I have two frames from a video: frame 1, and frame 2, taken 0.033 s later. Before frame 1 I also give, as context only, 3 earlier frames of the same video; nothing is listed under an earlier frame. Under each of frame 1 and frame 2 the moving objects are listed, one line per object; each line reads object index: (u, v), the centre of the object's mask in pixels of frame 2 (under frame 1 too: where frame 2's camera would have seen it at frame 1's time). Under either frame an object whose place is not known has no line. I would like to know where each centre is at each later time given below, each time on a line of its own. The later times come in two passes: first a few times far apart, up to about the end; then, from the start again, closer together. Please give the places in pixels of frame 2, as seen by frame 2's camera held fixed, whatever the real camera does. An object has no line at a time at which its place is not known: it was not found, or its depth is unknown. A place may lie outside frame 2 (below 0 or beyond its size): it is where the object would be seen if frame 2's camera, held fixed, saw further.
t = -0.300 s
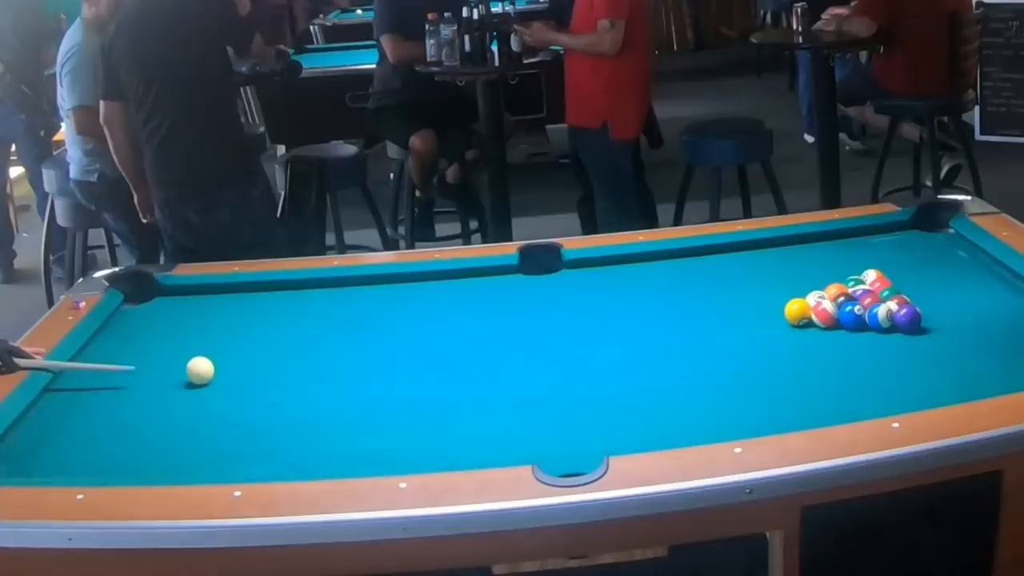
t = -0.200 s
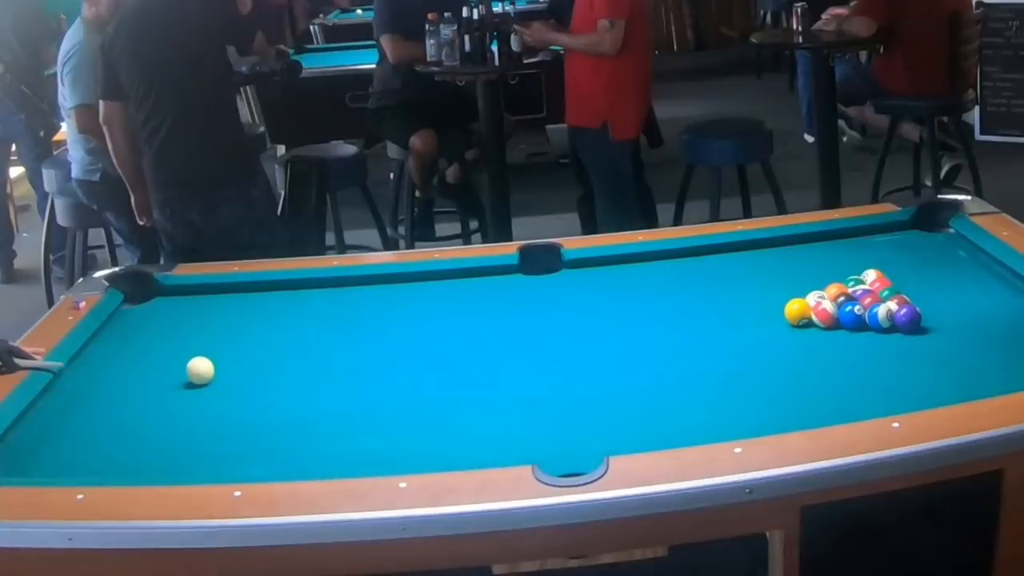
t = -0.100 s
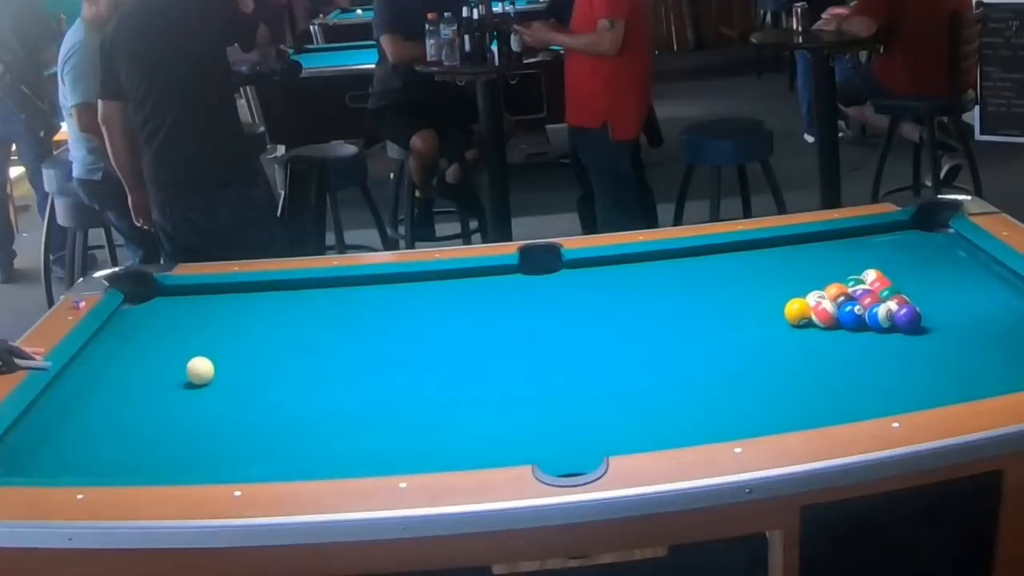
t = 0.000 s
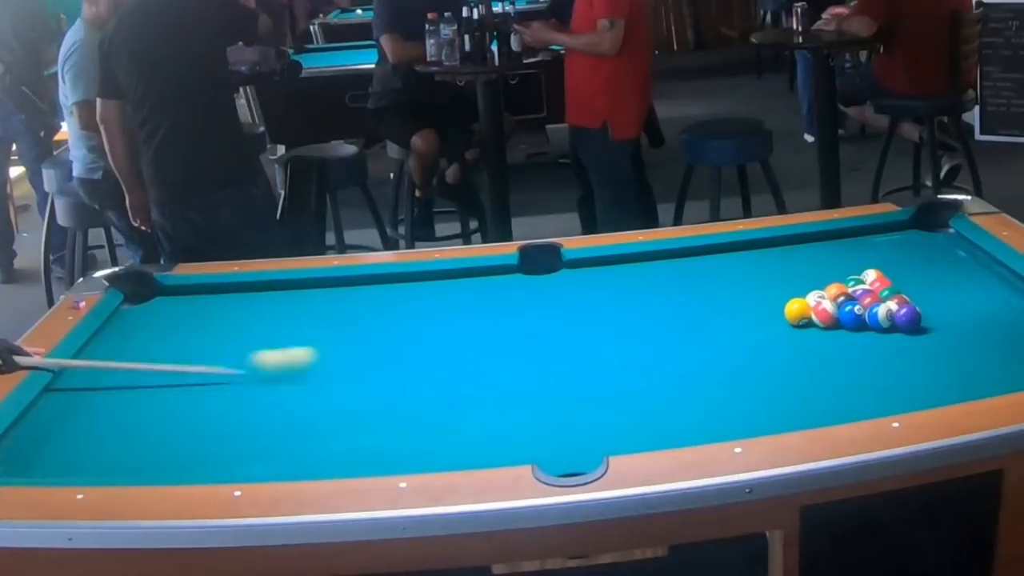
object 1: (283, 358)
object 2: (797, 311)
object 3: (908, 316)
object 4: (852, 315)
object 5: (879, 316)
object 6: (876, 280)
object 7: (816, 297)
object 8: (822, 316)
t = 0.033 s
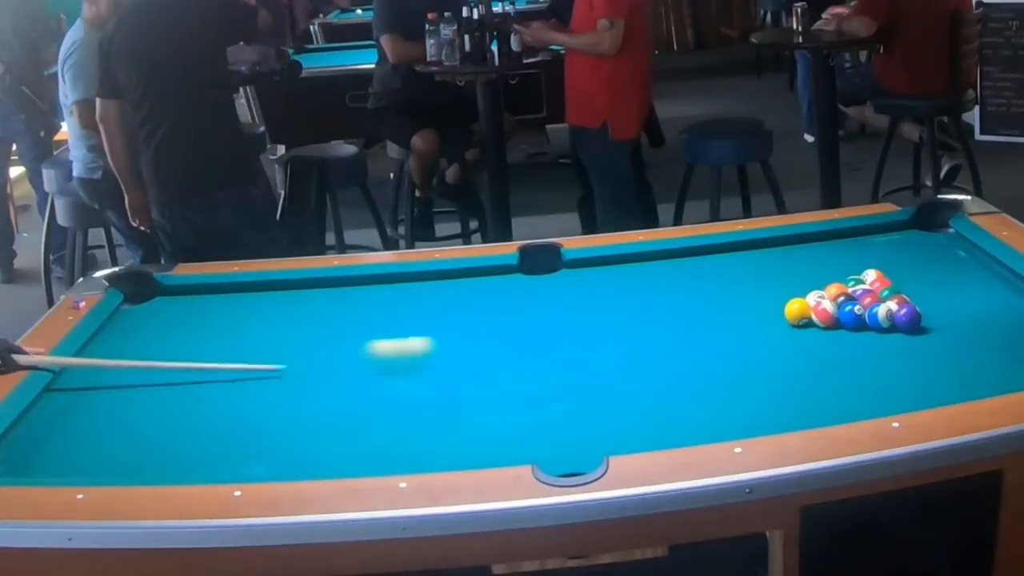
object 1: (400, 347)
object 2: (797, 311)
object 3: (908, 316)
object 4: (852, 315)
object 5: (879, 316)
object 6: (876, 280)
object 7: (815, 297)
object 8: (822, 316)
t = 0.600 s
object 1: (692, 272)
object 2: (669, 294)
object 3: (721, 403)
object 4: (860, 321)
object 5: (936, 355)
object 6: (994, 267)
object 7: (740, 280)
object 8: (790, 314)
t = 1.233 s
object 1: (680, 254)
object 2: (525, 271)
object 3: (192, 370)
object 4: (862, 324)
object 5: (974, 372)
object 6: (897, 270)
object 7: (651, 271)
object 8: (755, 314)
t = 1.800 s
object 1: (655, 261)
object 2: (453, 287)
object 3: (271, 296)
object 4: (862, 324)
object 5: (947, 340)
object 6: (864, 261)
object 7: (578, 281)
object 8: (739, 314)
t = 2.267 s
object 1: (643, 263)
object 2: (430, 304)
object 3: (384, 303)
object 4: (862, 324)
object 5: (931, 322)
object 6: (846, 255)
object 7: (525, 288)
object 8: (736, 314)
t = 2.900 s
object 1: (635, 268)
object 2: (540, 330)
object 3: (384, 325)
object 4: (862, 324)
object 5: (914, 303)
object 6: (829, 249)
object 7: (467, 295)
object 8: (730, 316)
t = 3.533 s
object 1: (635, 268)
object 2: (655, 355)
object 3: (384, 341)
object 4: (862, 324)
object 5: (902, 290)
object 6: (822, 247)
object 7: (425, 299)
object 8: (723, 318)
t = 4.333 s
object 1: (635, 268)
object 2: (797, 381)
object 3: (382, 355)
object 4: (862, 324)
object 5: (894, 284)
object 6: (821, 247)
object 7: (397, 301)
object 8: (723, 318)
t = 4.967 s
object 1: (635, 268)
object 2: (900, 395)
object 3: (382, 359)
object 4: (862, 324)
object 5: (893, 282)
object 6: (821, 247)
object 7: (394, 302)
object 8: (723, 318)
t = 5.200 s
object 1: (635, 268)
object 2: (918, 391)
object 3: (382, 358)
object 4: (862, 324)
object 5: (893, 283)
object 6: (821, 247)
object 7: (394, 302)
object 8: (723, 318)
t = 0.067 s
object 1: (517, 340)
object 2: (797, 311)
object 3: (908, 318)
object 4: (852, 317)
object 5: (879, 316)
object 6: (876, 280)
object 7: (816, 297)
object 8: (825, 314)
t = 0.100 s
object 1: (632, 327)
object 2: (797, 311)
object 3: (908, 318)
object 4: (852, 317)
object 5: (879, 316)
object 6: (876, 280)
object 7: (815, 297)
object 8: (825, 314)
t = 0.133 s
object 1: (742, 315)
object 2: (797, 311)
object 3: (908, 318)
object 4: (852, 317)
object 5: (879, 316)
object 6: (875, 280)
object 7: (816, 297)
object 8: (825, 314)
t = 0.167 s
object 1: (761, 309)
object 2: (792, 310)
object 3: (965, 321)
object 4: (854, 318)
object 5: (882, 318)
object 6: (884, 277)
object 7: (811, 297)
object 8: (823, 314)
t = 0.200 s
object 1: (747, 307)
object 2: (781, 309)
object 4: (854, 317)
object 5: (888, 322)
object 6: (897, 272)
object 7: (804, 298)
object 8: (820, 314)
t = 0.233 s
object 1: (734, 305)
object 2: (771, 308)
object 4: (855, 317)
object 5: (891, 324)
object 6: (908, 281)
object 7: (798, 297)
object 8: (817, 313)
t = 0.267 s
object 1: (723, 304)
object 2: (762, 306)
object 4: (855, 317)
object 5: (895, 327)
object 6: (916, 281)
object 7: (793, 296)
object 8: (814, 313)
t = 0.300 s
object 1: (713, 300)
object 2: (752, 305)
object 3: (1010, 361)
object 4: (855, 317)
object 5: (899, 329)
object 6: (925, 280)
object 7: (787, 295)
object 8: (811, 313)
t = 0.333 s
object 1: (705, 298)
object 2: (742, 304)
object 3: (980, 373)
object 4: (856, 318)
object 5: (903, 333)
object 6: (933, 279)
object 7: (782, 293)
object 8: (808, 313)
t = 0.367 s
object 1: (699, 295)
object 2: (732, 303)
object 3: (951, 384)
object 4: (857, 318)
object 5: (908, 335)
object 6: (940, 278)
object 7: (776, 292)
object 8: (806, 313)
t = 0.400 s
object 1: (694, 291)
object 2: (723, 301)
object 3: (923, 393)
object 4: (857, 318)
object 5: (912, 338)
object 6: (948, 277)
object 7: (771, 290)
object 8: (804, 313)
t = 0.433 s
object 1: (691, 288)
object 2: (713, 300)
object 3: (889, 397)
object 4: (858, 319)
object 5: (916, 341)
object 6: (957, 275)
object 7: (765, 288)
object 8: (801, 313)
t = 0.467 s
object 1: (689, 283)
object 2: (705, 299)
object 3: (853, 400)
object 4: (858, 319)
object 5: (920, 344)
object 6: (964, 273)
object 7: (760, 286)
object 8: (799, 313)
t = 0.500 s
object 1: (690, 279)
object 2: (696, 298)
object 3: (821, 403)
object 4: (859, 319)
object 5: (924, 346)
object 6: (972, 272)
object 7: (754, 285)
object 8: (796, 313)
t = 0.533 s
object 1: (692, 277)
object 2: (687, 296)
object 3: (787, 404)
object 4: (859, 320)
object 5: (928, 350)
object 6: (980, 270)
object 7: (749, 283)
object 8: (795, 314)
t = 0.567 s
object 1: (692, 275)
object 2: (677, 295)
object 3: (754, 404)
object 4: (860, 320)
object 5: (932, 353)
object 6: (988, 269)
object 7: (744, 281)
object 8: (792, 314)
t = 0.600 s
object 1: (692, 272)
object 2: (669, 294)
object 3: (721, 403)
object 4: (860, 321)
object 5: (936, 355)
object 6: (994, 267)
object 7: (740, 280)
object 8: (790, 314)
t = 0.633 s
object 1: (693, 270)
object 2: (660, 292)
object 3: (689, 403)
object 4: (861, 321)
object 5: (941, 358)
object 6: (988, 267)
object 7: (735, 278)
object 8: (787, 314)
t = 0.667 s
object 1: (693, 267)
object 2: (652, 291)
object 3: (656, 402)
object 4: (861, 321)
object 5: (941, 359)
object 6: (982, 268)
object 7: (730, 277)
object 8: (785, 314)
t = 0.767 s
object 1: (694, 258)
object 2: (627, 287)
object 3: (564, 397)
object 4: (862, 322)
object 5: (959, 370)
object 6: (964, 268)
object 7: (716, 272)
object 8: (779, 314)
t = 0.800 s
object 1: (693, 255)
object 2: (619, 286)
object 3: (533, 398)
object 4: (862, 322)
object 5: (963, 371)
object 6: (958, 268)
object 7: (711, 271)
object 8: (777, 314)
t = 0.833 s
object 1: (694, 252)
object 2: (611, 285)
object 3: (504, 395)
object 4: (862, 323)
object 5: (967, 375)
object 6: (953, 269)
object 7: (707, 270)
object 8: (775, 314)
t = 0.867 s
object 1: (693, 250)
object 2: (603, 284)
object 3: (474, 395)
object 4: (862, 323)
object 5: (971, 377)
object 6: (947, 270)
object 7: (702, 268)
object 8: (773, 314)
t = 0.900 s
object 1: (691, 251)
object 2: (596, 283)
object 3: (446, 391)
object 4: (862, 323)
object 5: (975, 378)
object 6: (942, 270)
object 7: (698, 267)
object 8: (771, 314)
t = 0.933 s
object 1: (689, 251)
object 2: (588, 281)
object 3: (418, 391)
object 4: (863, 323)
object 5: (979, 380)
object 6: (936, 270)
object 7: (694, 266)
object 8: (770, 314)
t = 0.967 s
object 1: (688, 251)
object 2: (580, 280)
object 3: (391, 388)
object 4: (863, 323)
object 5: (983, 381)
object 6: (931, 270)
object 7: (690, 264)
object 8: (768, 314)
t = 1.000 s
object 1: (689, 251)
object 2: (573, 279)
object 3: (364, 388)
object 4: (863, 323)
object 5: (984, 381)
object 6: (926, 271)
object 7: (684, 265)
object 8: (766, 314)
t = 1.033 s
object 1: (688, 253)
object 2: (566, 278)
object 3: (337, 384)
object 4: (862, 324)
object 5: (983, 380)
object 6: (920, 271)
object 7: (679, 267)
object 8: (764, 314)
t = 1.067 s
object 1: (687, 253)
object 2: (559, 277)
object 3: (311, 383)
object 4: (862, 324)
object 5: (982, 379)
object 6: (915, 271)
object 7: (675, 267)
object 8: (762, 313)
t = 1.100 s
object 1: (686, 253)
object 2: (552, 275)
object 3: (287, 379)
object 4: (862, 324)
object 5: (980, 378)
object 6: (910, 271)
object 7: (670, 268)
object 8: (761, 314)
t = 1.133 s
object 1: (684, 253)
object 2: (545, 274)
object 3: (262, 378)
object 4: (862, 324)
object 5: (979, 377)
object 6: (904, 271)
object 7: (665, 268)
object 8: (759, 314)
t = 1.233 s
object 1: (680, 254)
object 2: (525, 271)
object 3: (192, 370)
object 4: (862, 324)
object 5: (974, 372)
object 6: (897, 270)
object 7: (651, 271)
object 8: (755, 314)
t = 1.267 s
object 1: (678, 254)
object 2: (518, 270)
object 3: (169, 368)
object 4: (862, 324)
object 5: (972, 370)
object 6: (894, 269)
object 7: (647, 271)
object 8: (754, 314)
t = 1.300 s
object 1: (676, 255)
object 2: (512, 269)
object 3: (147, 365)
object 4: (862, 324)
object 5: (970, 367)
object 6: (892, 269)
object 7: (642, 272)
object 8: (752, 314)
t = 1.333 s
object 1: (675, 255)
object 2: (508, 270)
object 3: (127, 362)
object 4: (862, 324)
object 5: (969, 365)
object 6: (890, 268)
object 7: (638, 272)
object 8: (751, 314)
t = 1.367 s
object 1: (673, 256)
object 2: (504, 271)
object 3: (104, 359)
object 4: (862, 324)
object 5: (967, 364)
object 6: (888, 268)
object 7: (633, 273)
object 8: (750, 314)
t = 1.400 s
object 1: (671, 256)
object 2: (500, 273)
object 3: (86, 356)
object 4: (862, 324)
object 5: (965, 362)
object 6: (886, 267)
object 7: (628, 274)
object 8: (749, 314)
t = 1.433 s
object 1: (670, 257)
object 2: (496, 274)
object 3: (98, 351)
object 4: (862, 324)
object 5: (963, 360)
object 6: (884, 266)
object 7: (624, 274)
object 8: (747, 314)
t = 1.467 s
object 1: (669, 257)
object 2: (492, 275)
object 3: (120, 345)
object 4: (862, 324)
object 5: (961, 356)
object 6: (881, 266)
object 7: (620, 275)
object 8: (746, 314)
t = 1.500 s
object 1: (667, 258)
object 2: (488, 277)
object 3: (137, 340)
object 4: (862, 324)
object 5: (960, 355)
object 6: (879, 265)
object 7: (615, 276)
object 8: (745, 314)
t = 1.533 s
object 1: (665, 258)
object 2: (484, 278)
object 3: (153, 335)
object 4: (862, 324)
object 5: (958, 354)
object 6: (878, 265)
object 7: (611, 277)
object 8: (745, 314)
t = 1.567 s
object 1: (664, 258)
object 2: (480, 279)
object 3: (169, 329)
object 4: (862, 324)
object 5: (957, 353)
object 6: (876, 264)
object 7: (607, 277)
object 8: (743, 313)
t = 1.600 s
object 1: (663, 259)
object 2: (477, 280)
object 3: (185, 325)
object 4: (862, 324)
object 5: (955, 350)
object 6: (874, 264)
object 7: (602, 278)
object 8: (742, 313)
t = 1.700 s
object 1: (658, 260)
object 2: (465, 284)
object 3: (229, 310)
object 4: (862, 324)
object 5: (951, 346)
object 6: (869, 262)
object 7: (590, 280)
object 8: (740, 314)
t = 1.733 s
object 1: (658, 260)
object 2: (461, 285)
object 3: (243, 306)
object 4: (862, 324)
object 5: (950, 344)
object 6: (867, 262)
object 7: (586, 280)
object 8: (740, 314)
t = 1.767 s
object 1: (656, 261)
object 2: (457, 286)
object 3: (258, 301)
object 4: (862, 324)
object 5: (948, 342)
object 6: (866, 261)
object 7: (582, 281)
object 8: (739, 314)
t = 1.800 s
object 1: (655, 261)
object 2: (453, 287)
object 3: (271, 296)
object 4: (862, 324)
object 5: (947, 340)
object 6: (864, 261)
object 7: (578, 281)
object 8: (739, 314)
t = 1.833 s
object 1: (652, 261)
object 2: (450, 288)
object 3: (285, 292)
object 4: (862, 324)
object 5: (946, 338)
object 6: (863, 260)
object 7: (574, 282)
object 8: (738, 314)
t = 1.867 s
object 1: (651, 261)
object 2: (446, 290)
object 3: (298, 287)
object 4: (862, 324)
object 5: (945, 338)
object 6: (861, 260)
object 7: (570, 283)
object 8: (738, 314)
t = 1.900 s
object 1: (650, 261)
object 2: (443, 290)
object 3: (309, 286)
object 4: (862, 324)
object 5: (944, 336)
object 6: (860, 259)
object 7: (566, 283)
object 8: (737, 314)
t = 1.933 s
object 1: (648, 261)
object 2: (439, 292)
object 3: (318, 288)
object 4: (862, 324)
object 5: (943, 335)
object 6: (859, 259)
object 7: (562, 284)
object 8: (736, 314)
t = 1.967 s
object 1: (647, 260)
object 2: (435, 293)
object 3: (328, 289)
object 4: (862, 324)
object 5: (942, 333)
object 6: (857, 258)
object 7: (558, 284)
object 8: (736, 314)
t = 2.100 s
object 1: (645, 260)
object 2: (421, 298)
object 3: (365, 295)
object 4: (862, 324)
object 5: (936, 329)
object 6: (852, 257)
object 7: (542, 286)
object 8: (736, 314)
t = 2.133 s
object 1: (645, 260)
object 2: (418, 299)
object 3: (374, 298)
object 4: (862, 324)
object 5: (935, 327)
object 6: (851, 256)
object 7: (539, 286)
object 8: (736, 314)
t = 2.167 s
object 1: (644, 260)
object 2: (414, 300)
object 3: (384, 299)
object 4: (862, 324)
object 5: (934, 325)
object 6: (849, 256)
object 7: (535, 287)
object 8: (736, 314)
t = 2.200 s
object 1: (644, 261)
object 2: (416, 301)
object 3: (388, 301)
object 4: (862, 324)
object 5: (933, 324)
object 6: (848, 256)
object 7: (532, 287)
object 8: (736, 314)
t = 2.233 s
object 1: (644, 262)
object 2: (424, 303)
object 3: (386, 302)
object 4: (862, 324)
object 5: (931, 322)
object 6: (847, 255)
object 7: (528, 288)
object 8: (736, 314)
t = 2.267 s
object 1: (643, 263)
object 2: (430, 304)
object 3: (384, 303)
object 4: (862, 324)
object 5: (931, 322)
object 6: (846, 255)
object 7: (525, 288)
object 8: (736, 314)
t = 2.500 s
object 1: (638, 267)
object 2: (470, 314)
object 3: (384, 311)
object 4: (862, 324)
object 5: (923, 314)
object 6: (839, 253)
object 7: (502, 291)
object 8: (736, 314)
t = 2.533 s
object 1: (637, 267)
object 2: (476, 315)
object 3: (384, 312)
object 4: (862, 324)
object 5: (922, 313)
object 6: (838, 252)
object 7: (499, 291)
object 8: (736, 314)
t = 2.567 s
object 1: (637, 267)
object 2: (482, 317)
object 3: (384, 313)
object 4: (862, 324)
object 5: (922, 312)
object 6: (837, 252)
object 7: (496, 292)
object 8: (736, 314)
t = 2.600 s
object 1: (637, 268)
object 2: (488, 318)
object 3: (384, 314)
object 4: (862, 324)
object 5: (921, 311)
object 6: (836, 252)
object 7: (493, 292)
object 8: (736, 314)
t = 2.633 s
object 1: (636, 268)
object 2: (494, 319)
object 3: (384, 316)
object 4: (862, 324)
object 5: (920, 310)
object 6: (835, 251)
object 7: (489, 292)
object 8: (736, 314)
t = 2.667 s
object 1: (636, 268)
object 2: (499, 320)
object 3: (384, 317)
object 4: (862, 324)
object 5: (919, 308)
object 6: (834, 251)
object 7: (487, 293)
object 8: (735, 314)
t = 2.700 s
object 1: (636, 268)
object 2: (505, 322)
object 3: (384, 318)
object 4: (862, 324)
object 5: (918, 308)
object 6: (834, 251)
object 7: (484, 293)
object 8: (734, 315)
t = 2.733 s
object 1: (636, 268)
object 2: (511, 323)
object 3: (384, 319)
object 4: (862, 324)
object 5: (918, 307)
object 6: (833, 251)
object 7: (481, 293)
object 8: (733, 315)
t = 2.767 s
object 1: (636, 268)
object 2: (517, 325)
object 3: (384, 320)
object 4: (862, 324)
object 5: (917, 306)
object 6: (832, 250)
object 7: (478, 294)
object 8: (733, 315)
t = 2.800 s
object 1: (635, 268)
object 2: (523, 326)
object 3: (384, 321)
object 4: (862, 324)
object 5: (916, 306)
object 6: (832, 250)
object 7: (475, 294)
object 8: (732, 315)
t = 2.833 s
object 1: (635, 268)
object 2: (529, 328)
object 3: (383, 322)
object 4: (862, 324)
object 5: (916, 305)
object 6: (831, 250)
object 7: (473, 295)
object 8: (731, 316)
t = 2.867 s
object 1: (635, 268)
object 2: (535, 329)
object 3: (384, 323)
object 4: (862, 324)
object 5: (915, 304)
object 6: (830, 250)
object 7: (470, 295)
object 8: (730, 316)
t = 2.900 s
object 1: (635, 268)
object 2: (540, 330)
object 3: (384, 325)
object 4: (862, 324)
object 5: (914, 303)
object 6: (829, 249)
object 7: (467, 295)
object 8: (730, 316)
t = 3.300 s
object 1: (635, 268)
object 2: (613, 346)
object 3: (384, 336)
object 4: (862, 324)
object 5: (906, 294)
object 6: (824, 248)
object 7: (439, 298)
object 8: (724, 318)
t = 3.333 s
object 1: (635, 268)
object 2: (619, 347)
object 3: (384, 336)
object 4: (862, 324)
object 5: (905, 293)
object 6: (823, 248)
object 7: (437, 298)
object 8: (724, 318)
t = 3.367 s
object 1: (635, 268)
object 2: (625, 349)
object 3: (384, 337)
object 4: (862, 324)
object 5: (904, 292)
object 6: (823, 248)
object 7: (435, 298)
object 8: (724, 318)
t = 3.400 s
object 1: (635, 268)
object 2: (631, 350)
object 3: (384, 338)
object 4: (862, 324)
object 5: (904, 291)
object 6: (823, 248)
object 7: (433, 298)
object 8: (723, 318)
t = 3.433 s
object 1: (635, 268)
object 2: (637, 351)
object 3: (384, 338)
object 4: (862, 324)
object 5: (903, 290)
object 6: (823, 247)
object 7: (431, 298)
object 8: (723, 318)
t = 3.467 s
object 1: (635, 268)
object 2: (643, 353)
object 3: (384, 339)
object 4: (862, 324)
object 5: (903, 290)
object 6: (822, 247)
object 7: (429, 299)
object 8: (723, 318)
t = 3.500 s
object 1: (635, 268)
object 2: (649, 354)
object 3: (384, 340)
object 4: (862, 324)
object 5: (902, 289)
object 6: (822, 247)
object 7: (427, 299)
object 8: (723, 318)
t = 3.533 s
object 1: (635, 268)
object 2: (655, 355)
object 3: (384, 341)
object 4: (862, 324)
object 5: (902, 290)
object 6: (822, 247)
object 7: (425, 299)
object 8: (723, 318)
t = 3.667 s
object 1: (635, 268)
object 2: (679, 360)
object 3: (384, 344)
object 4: (862, 324)
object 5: (900, 289)
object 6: (821, 247)
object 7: (419, 300)
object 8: (723, 318)
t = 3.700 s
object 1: (635, 268)
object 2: (685, 361)
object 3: (384, 345)
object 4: (862, 324)
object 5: (900, 288)
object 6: (821, 247)
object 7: (417, 300)
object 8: (723, 318)
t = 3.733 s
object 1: (635, 268)
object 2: (691, 362)
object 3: (384, 345)
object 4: (862, 324)
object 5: (899, 288)
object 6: (821, 247)
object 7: (416, 300)
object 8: (723, 318)
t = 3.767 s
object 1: (635, 268)
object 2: (697, 363)
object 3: (384, 346)
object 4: (862, 324)
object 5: (898, 287)
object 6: (821, 247)
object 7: (414, 300)
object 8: (723, 318)
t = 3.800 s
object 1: (635, 268)
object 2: (703, 364)
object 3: (383, 347)
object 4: (862, 324)
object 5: (898, 287)
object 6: (821, 247)
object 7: (413, 300)
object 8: (723, 318)
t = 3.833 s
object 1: (635, 268)
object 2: (709, 365)
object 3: (384, 347)
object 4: (862, 324)
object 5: (897, 287)
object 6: (821, 247)
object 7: (412, 300)
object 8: (723, 318)
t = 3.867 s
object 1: (635, 268)
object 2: (715, 367)
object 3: (384, 348)
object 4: (862, 324)
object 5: (897, 287)
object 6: (821, 247)
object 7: (410, 300)
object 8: (723, 318)
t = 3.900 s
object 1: (635, 268)
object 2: (721, 368)
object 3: (384, 349)
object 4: (862, 324)
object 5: (897, 286)
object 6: (821, 247)
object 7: (409, 300)
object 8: (723, 318)
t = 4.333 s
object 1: (635, 268)
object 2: (797, 381)
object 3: (382, 355)
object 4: (862, 324)
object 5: (894, 284)
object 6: (821, 247)
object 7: (397, 301)
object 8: (723, 318)
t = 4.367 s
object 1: (635, 268)
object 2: (803, 383)
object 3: (382, 356)
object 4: (862, 324)
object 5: (894, 283)
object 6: (821, 247)
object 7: (396, 302)
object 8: (723, 318)
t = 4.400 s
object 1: (635, 268)
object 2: (808, 384)
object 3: (382, 356)
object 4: (862, 324)
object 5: (894, 283)
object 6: (821, 247)
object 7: (396, 302)
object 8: (723, 318)
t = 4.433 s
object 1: (635, 268)
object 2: (814, 384)
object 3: (382, 356)
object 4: (862, 324)
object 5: (894, 283)
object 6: (821, 247)
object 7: (395, 302)
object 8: (723, 318)
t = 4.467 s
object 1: (635, 268)
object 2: (820, 385)
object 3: (382, 357)
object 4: (862, 324)
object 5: (894, 283)
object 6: (821, 247)
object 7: (395, 302)
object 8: (723, 318)
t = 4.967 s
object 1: (635, 268)
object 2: (900, 395)
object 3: (382, 359)
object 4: (862, 324)
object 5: (893, 282)
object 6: (821, 247)
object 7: (394, 302)
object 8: (723, 318)
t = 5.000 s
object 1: (635, 268)
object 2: (905, 396)
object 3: (382, 359)
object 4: (862, 324)
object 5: (893, 282)
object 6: (821, 247)
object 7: (394, 302)
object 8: (723, 318)
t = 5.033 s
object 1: (635, 268)
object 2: (911, 396)
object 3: (382, 359)
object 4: (862, 324)
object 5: (893, 282)
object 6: (821, 247)
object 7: (394, 302)
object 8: (723, 318)
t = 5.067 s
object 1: (635, 268)
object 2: (912, 395)
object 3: (382, 359)
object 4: (862, 324)
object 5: (893, 283)
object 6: (821, 247)
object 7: (394, 302)
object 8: (723, 318)
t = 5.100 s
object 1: (635, 268)
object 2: (914, 394)
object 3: (382, 359)
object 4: (862, 324)
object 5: (893, 283)
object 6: (821, 247)
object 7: (394, 302)
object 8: (723, 318)
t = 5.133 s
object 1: (635, 268)
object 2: (915, 393)
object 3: (382, 359)
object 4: (862, 324)
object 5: (893, 283)
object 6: (821, 247)
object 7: (394, 302)
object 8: (723, 318)
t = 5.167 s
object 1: (635, 268)
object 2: (917, 392)
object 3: (382, 358)
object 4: (862, 324)
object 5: (893, 283)
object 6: (821, 247)
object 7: (394, 302)
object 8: (723, 318)
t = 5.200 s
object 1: (635, 268)
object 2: (918, 391)
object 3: (382, 358)
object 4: (862, 324)
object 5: (893, 283)
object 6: (821, 247)
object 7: (394, 302)
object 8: (723, 318)
